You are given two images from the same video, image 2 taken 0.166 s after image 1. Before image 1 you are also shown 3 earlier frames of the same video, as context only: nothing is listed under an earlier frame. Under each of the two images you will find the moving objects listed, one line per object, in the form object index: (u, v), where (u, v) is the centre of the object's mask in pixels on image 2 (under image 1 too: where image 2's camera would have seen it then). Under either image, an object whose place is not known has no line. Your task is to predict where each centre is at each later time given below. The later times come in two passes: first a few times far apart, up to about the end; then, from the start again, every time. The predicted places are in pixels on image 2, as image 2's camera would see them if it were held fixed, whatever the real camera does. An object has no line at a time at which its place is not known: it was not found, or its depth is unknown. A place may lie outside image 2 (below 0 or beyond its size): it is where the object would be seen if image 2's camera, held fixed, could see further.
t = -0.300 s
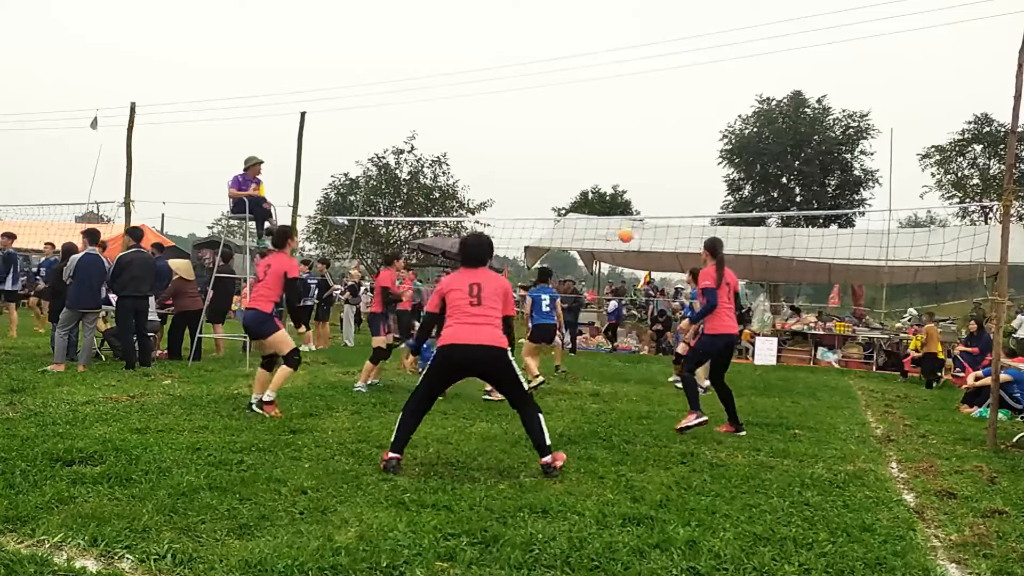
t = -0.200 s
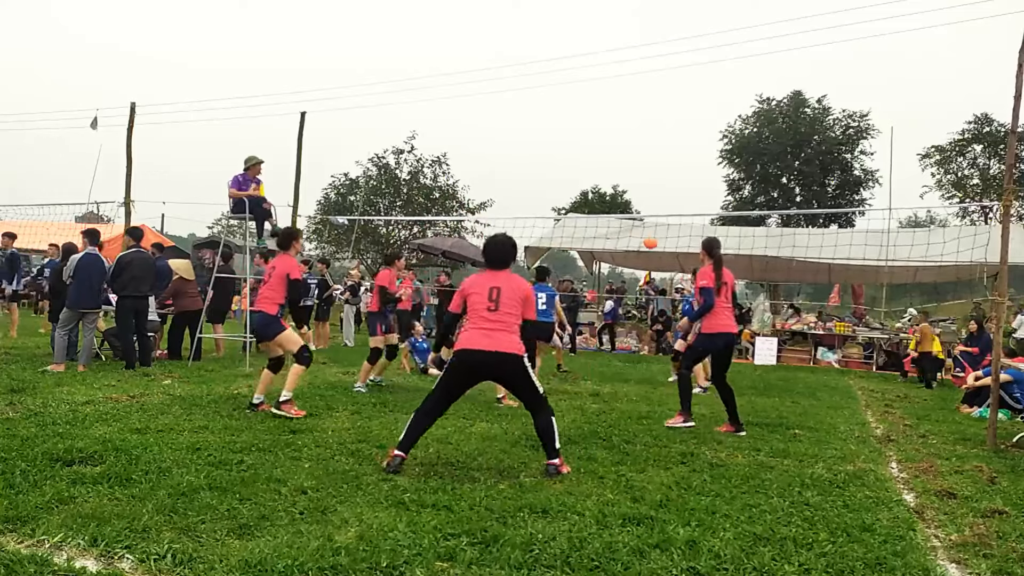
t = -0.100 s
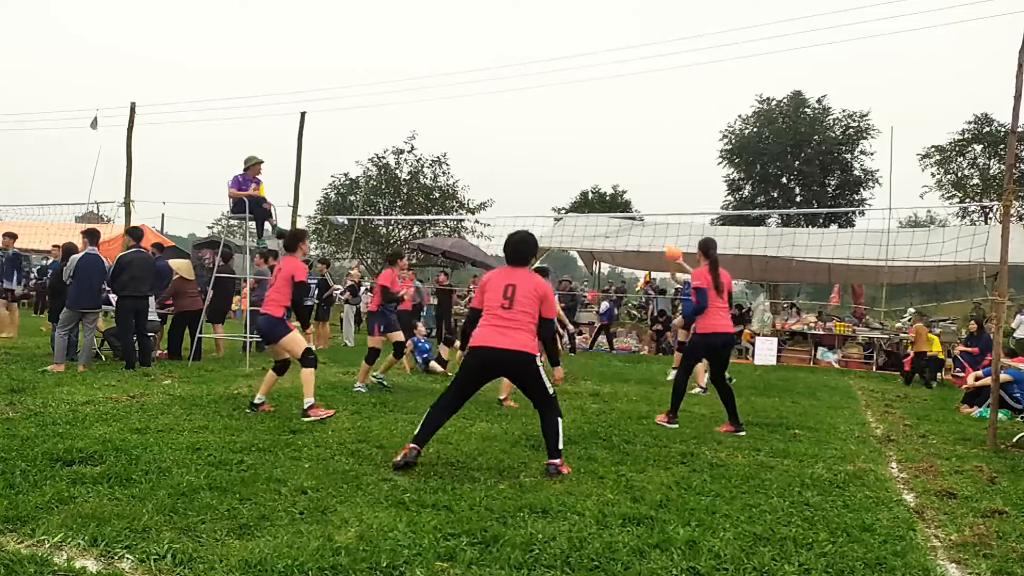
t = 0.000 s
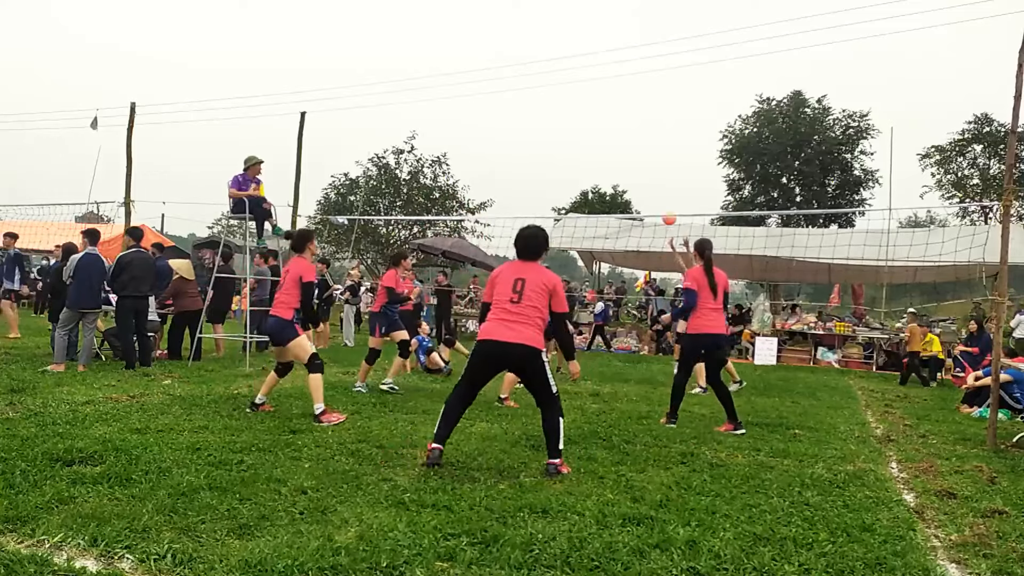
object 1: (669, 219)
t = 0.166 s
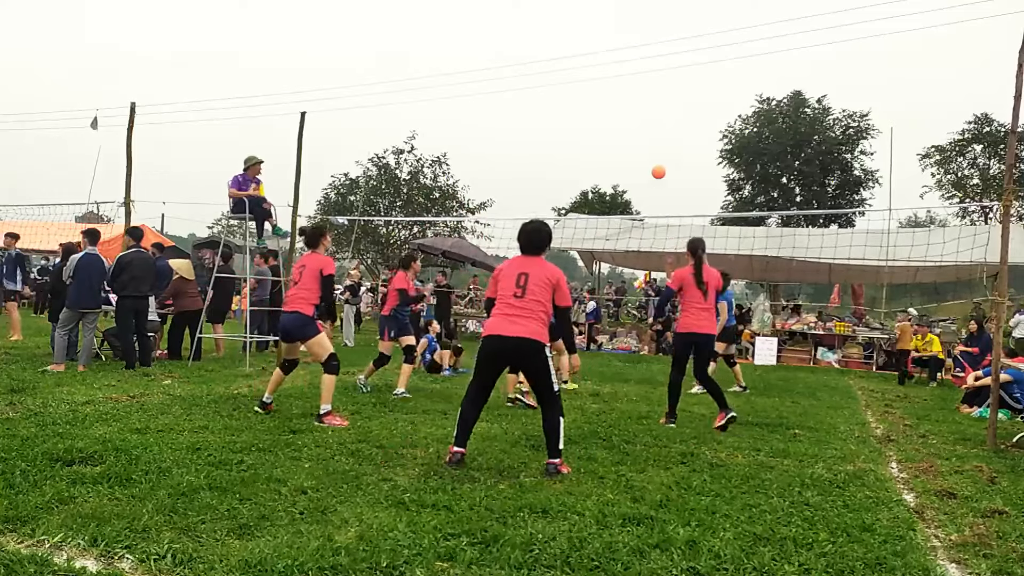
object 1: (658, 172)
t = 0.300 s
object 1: (649, 149)
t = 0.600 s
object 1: (625, 139)
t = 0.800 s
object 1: (607, 166)
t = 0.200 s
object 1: (656, 165)
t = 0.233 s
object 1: (654, 159)
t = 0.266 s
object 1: (652, 154)
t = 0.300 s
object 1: (649, 149)
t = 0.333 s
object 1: (647, 145)
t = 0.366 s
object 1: (644, 142)
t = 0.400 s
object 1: (642, 139)
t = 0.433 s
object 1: (639, 137)
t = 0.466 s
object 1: (636, 136)
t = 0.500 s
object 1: (633, 135)
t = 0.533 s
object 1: (631, 136)
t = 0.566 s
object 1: (628, 137)
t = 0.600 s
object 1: (625, 139)
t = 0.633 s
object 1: (622, 141)
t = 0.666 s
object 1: (619, 145)
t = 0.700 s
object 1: (616, 149)
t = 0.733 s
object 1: (613, 154)
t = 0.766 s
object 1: (610, 159)
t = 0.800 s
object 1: (607, 166)
